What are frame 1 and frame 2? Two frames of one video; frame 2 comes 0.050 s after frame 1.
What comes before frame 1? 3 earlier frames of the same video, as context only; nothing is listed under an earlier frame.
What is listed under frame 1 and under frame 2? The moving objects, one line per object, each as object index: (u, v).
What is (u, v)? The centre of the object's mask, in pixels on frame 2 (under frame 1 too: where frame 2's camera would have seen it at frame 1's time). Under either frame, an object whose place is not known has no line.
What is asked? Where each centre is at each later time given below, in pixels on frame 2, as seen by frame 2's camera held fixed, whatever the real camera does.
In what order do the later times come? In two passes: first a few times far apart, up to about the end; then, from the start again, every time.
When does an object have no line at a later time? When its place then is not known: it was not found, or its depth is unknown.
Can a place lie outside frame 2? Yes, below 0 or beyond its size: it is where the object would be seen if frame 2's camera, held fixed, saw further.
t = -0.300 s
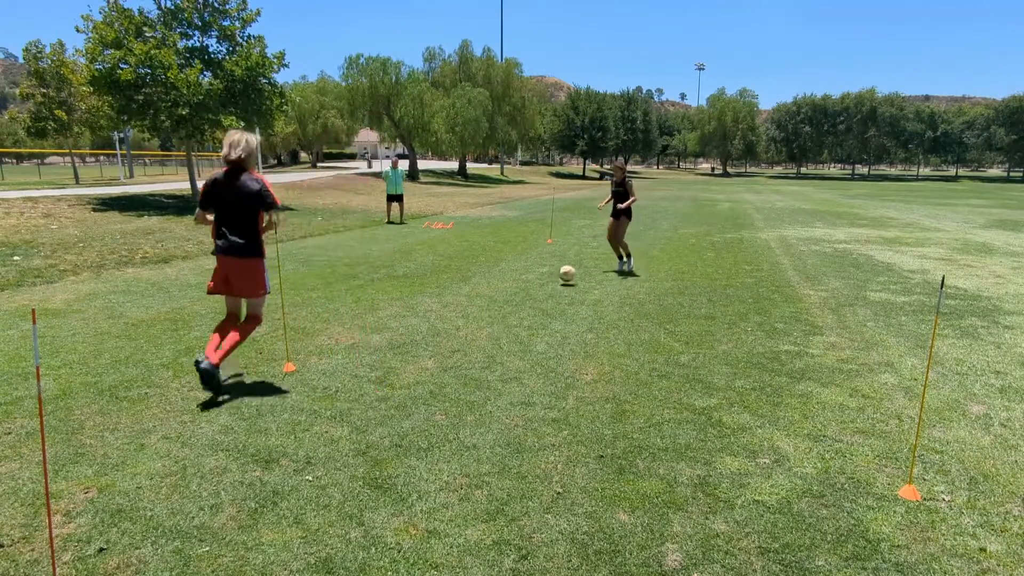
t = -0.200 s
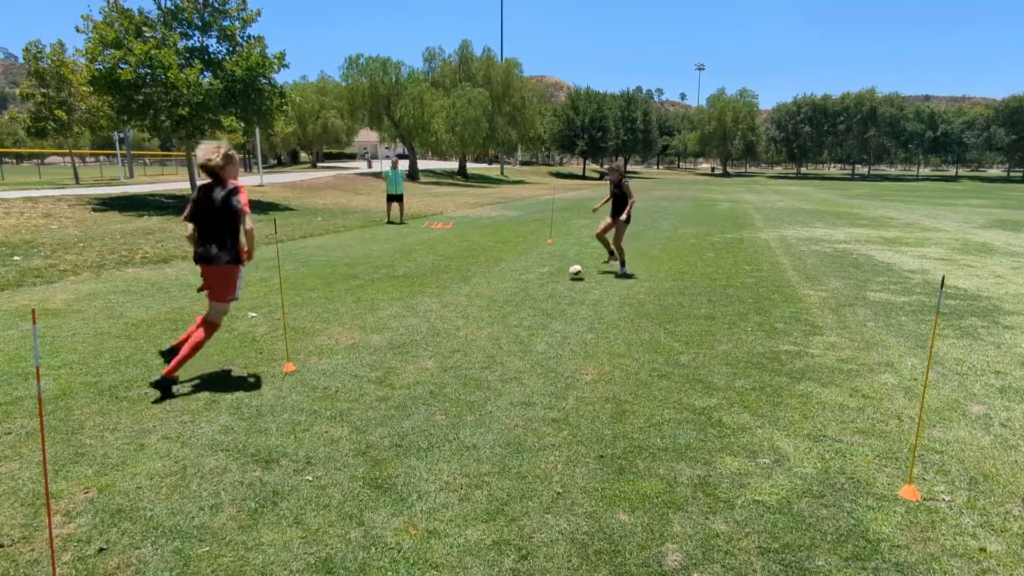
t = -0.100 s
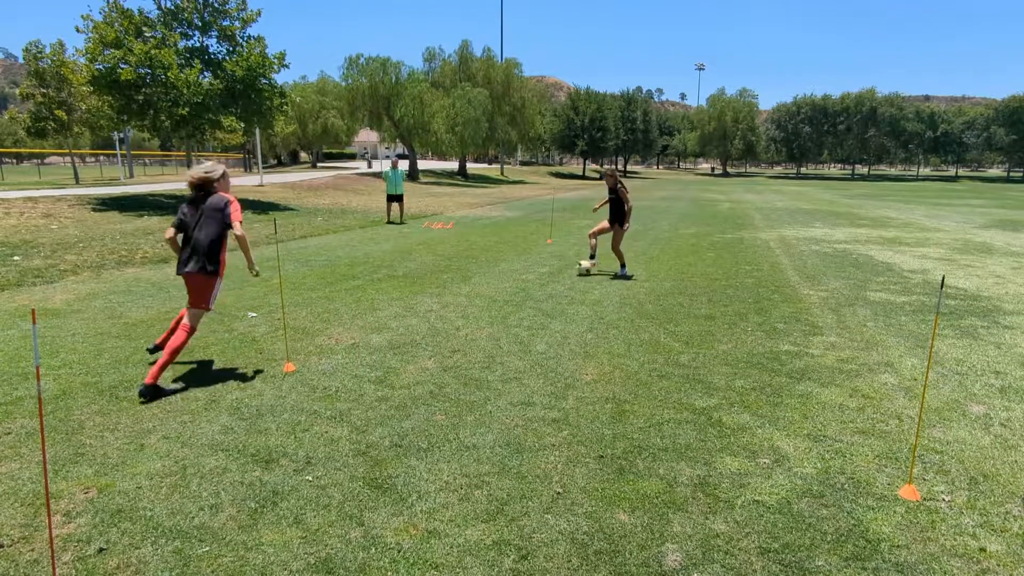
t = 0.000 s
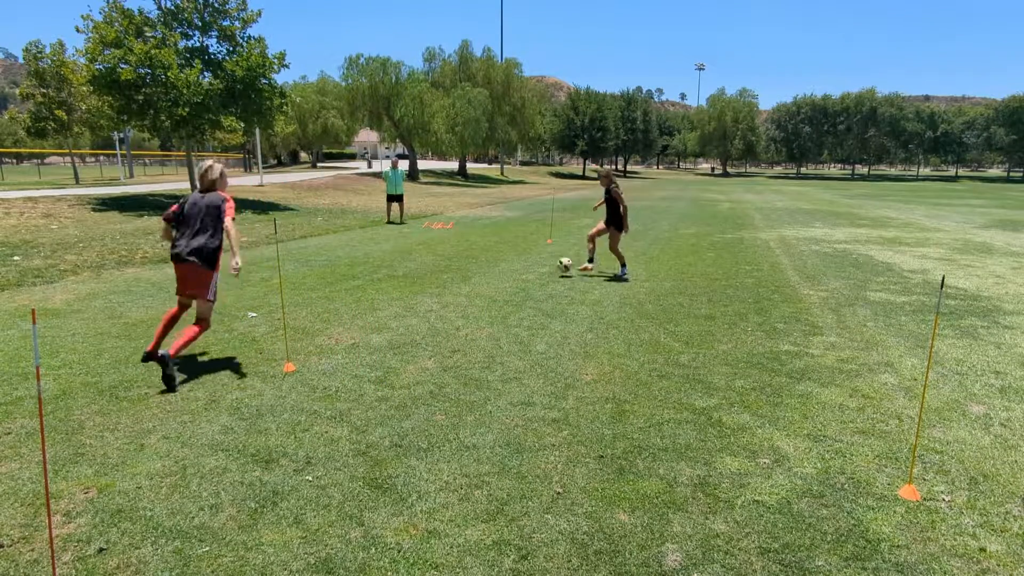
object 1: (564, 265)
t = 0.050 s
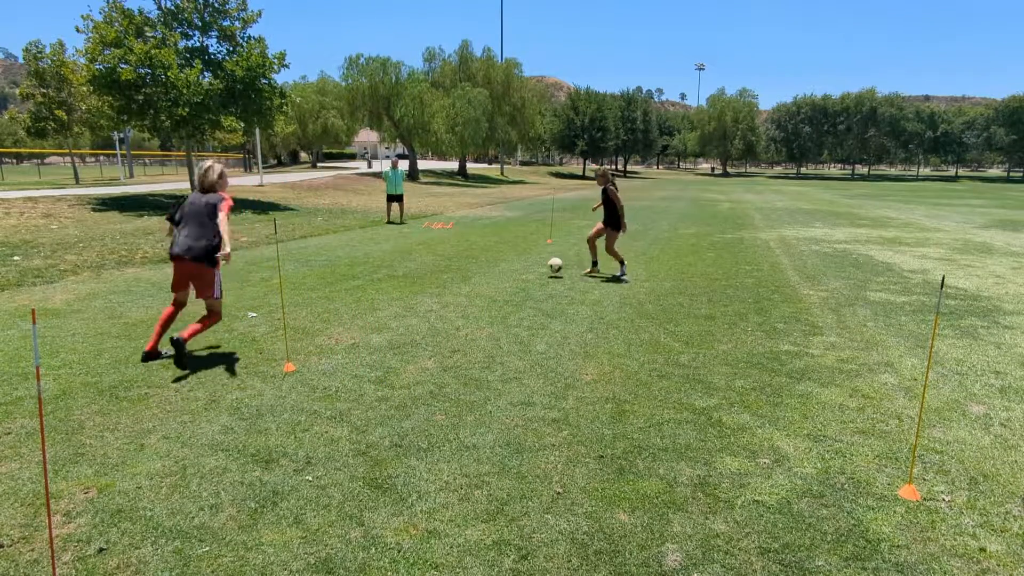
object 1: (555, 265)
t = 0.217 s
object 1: (523, 270)
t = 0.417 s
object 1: (482, 274)
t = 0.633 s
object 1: (437, 277)
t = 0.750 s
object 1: (413, 278)
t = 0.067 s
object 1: (552, 266)
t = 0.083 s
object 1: (549, 266)
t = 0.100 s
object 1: (546, 267)
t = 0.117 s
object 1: (543, 268)
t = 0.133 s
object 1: (539, 270)
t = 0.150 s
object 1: (536, 270)
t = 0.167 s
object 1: (533, 272)
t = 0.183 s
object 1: (530, 271)
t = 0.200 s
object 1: (526, 270)
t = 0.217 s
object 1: (523, 270)
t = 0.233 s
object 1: (519, 270)
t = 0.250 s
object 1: (517, 270)
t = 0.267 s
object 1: (513, 270)
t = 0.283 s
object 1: (510, 271)
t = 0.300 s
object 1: (507, 270)
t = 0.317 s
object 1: (503, 271)
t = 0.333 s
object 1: (500, 272)
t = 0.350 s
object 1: (496, 273)
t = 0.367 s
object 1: (493, 274)
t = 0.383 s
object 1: (489, 274)
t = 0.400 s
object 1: (486, 273)
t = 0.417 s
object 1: (482, 274)
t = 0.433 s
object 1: (478, 273)
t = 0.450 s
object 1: (475, 273)
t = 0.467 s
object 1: (471, 274)
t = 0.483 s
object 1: (468, 274)
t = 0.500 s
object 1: (465, 274)
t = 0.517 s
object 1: (462, 275)
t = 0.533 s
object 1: (458, 276)
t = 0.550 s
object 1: (455, 276)
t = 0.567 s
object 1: (451, 276)
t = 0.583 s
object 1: (448, 276)
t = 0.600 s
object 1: (445, 276)
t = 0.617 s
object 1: (441, 276)
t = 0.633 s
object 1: (437, 277)
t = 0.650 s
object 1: (434, 277)
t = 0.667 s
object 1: (430, 277)
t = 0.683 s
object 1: (427, 278)
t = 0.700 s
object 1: (423, 278)
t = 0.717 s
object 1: (420, 278)
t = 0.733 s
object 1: (417, 278)
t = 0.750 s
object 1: (413, 278)
